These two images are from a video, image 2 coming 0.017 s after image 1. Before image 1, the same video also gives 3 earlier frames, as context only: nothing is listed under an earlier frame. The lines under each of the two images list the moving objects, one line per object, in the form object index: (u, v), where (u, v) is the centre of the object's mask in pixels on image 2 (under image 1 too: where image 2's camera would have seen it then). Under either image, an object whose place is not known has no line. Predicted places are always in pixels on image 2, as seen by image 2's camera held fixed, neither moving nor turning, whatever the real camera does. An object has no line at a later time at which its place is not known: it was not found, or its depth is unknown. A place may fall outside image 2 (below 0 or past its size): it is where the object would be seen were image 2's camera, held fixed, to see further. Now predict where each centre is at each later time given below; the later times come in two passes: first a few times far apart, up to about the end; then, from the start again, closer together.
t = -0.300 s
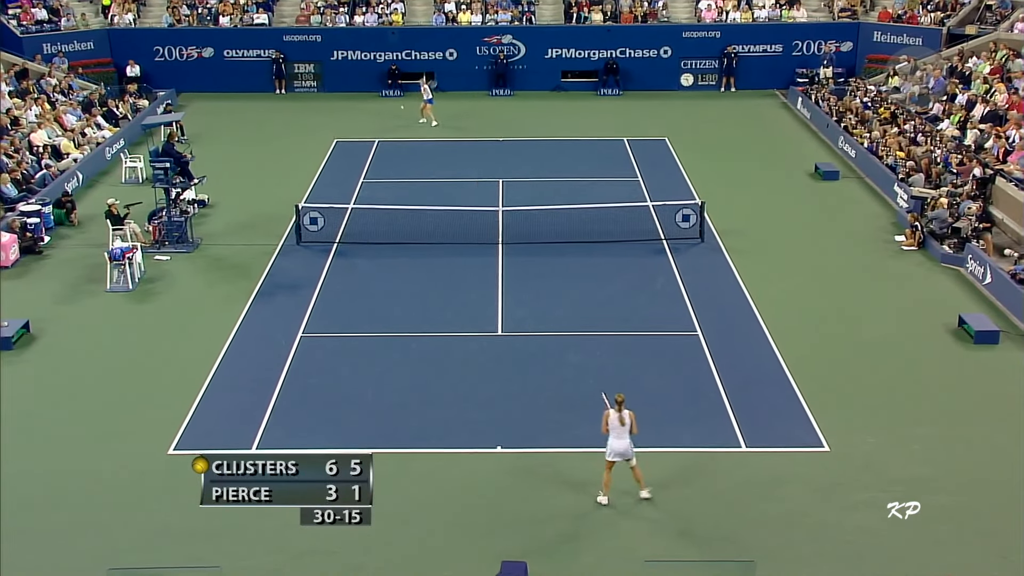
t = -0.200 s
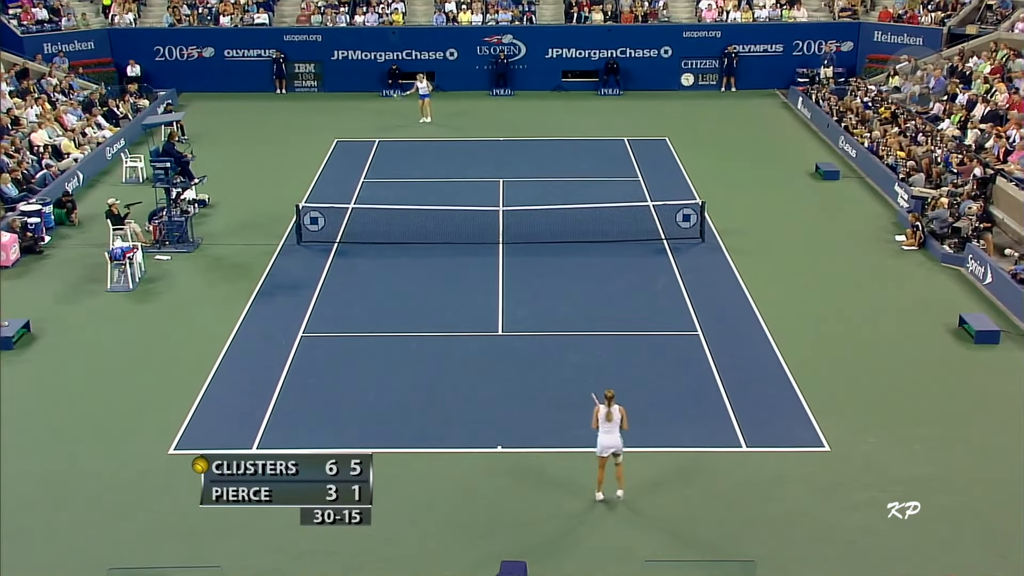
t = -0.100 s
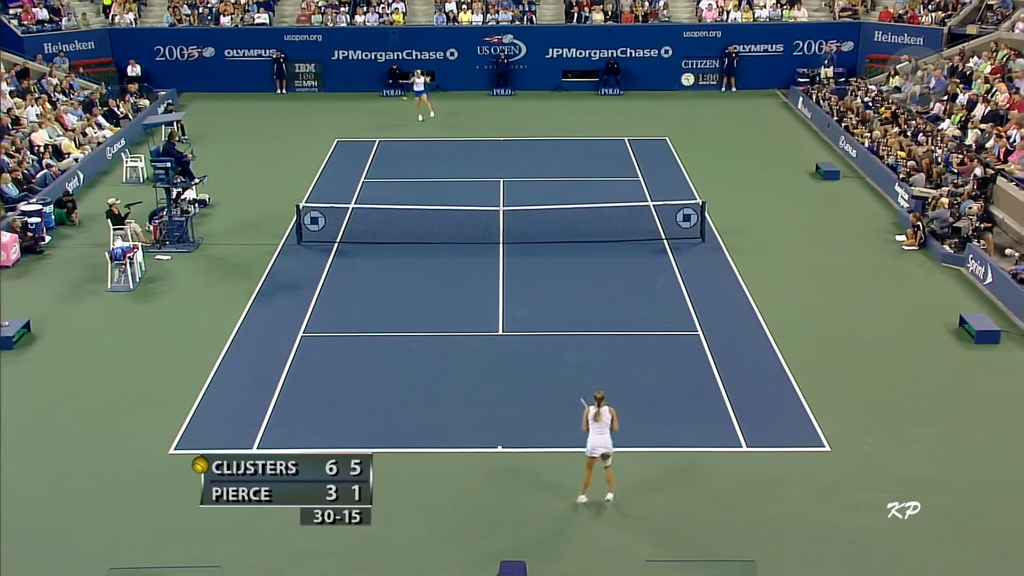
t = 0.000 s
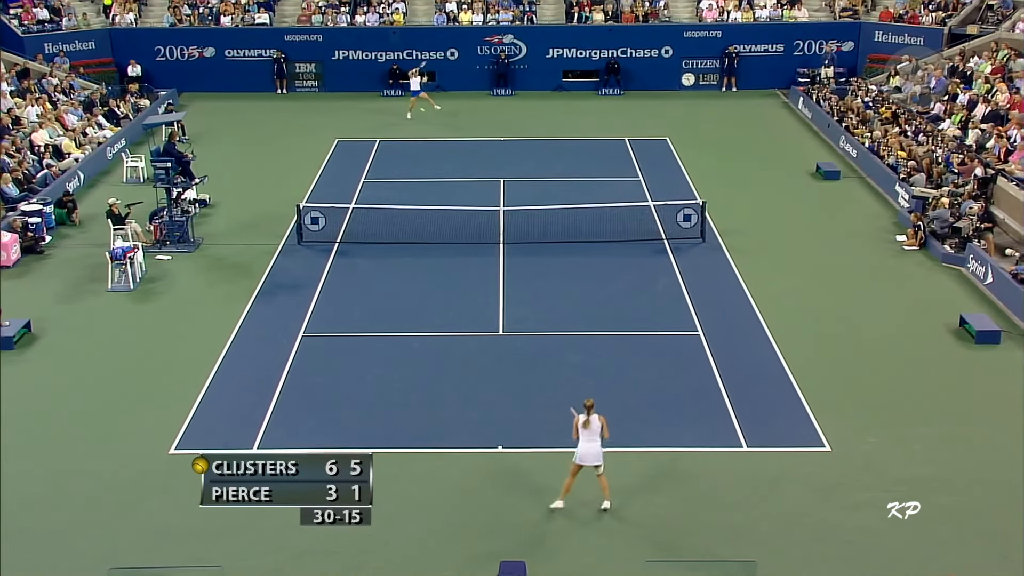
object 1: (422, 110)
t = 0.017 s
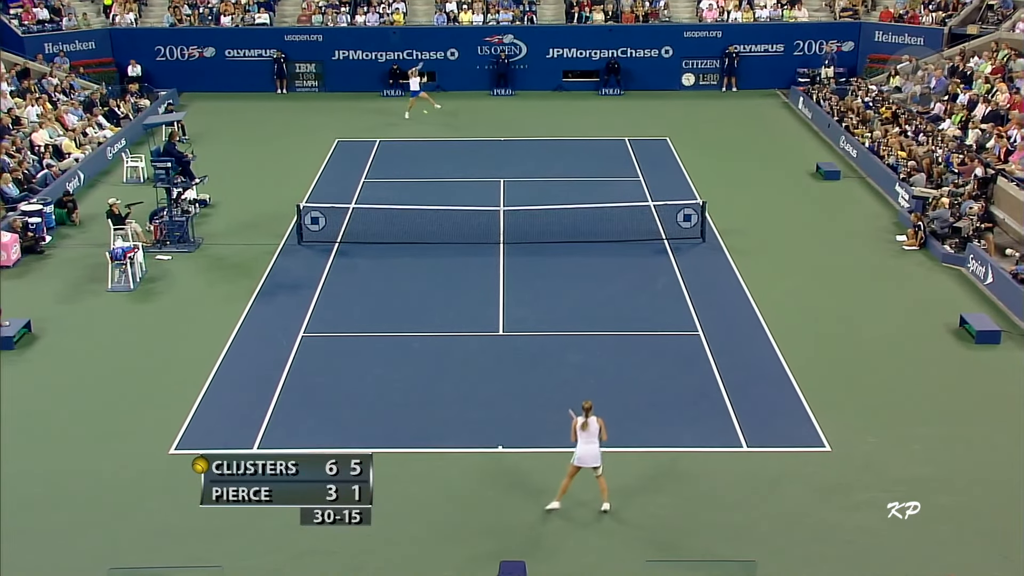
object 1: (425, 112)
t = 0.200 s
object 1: (460, 147)
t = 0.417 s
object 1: (507, 214)
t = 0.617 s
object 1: (557, 303)
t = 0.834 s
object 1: (611, 354)
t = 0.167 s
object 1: (453, 139)
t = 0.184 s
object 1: (457, 143)
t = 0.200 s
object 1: (460, 147)
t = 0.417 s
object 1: (507, 214)
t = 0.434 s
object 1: (511, 218)
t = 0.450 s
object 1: (515, 226)
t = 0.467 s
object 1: (519, 232)
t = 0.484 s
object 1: (523, 239)
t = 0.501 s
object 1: (527, 246)
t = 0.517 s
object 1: (532, 254)
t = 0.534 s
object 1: (535, 261)
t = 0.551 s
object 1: (540, 269)
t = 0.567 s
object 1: (544, 277)
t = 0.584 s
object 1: (549, 286)
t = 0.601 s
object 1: (553, 294)
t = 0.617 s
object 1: (557, 303)
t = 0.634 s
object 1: (560, 313)
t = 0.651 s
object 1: (566, 322)
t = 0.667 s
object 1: (571, 331)
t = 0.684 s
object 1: (575, 340)
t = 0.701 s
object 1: (580, 343)
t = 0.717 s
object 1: (583, 344)
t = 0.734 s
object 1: (587, 345)
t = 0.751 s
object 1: (591, 346)
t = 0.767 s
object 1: (595, 347)
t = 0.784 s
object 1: (599, 348)
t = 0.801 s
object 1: (603, 350)
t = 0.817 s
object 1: (607, 352)
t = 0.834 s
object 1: (611, 354)
